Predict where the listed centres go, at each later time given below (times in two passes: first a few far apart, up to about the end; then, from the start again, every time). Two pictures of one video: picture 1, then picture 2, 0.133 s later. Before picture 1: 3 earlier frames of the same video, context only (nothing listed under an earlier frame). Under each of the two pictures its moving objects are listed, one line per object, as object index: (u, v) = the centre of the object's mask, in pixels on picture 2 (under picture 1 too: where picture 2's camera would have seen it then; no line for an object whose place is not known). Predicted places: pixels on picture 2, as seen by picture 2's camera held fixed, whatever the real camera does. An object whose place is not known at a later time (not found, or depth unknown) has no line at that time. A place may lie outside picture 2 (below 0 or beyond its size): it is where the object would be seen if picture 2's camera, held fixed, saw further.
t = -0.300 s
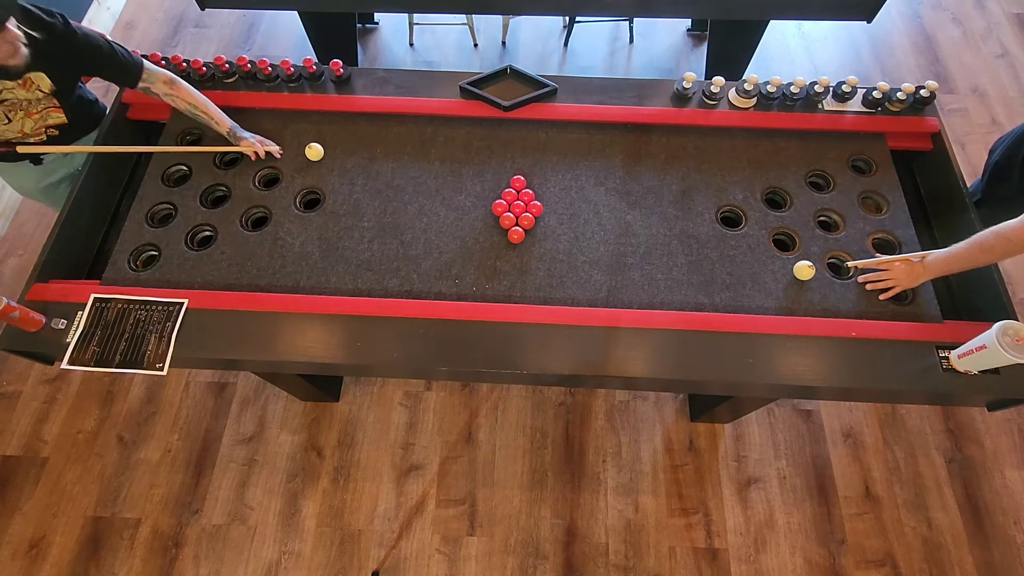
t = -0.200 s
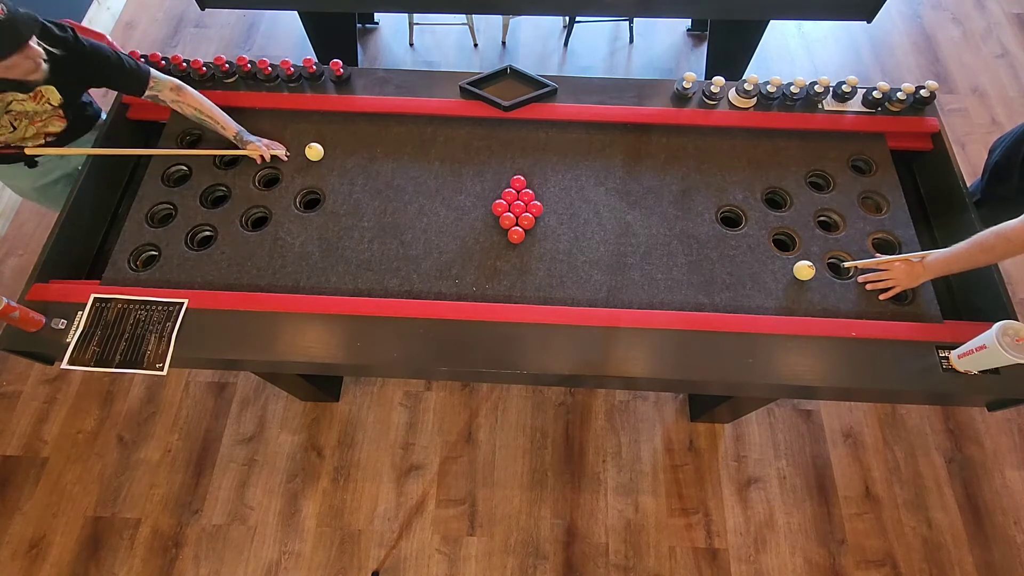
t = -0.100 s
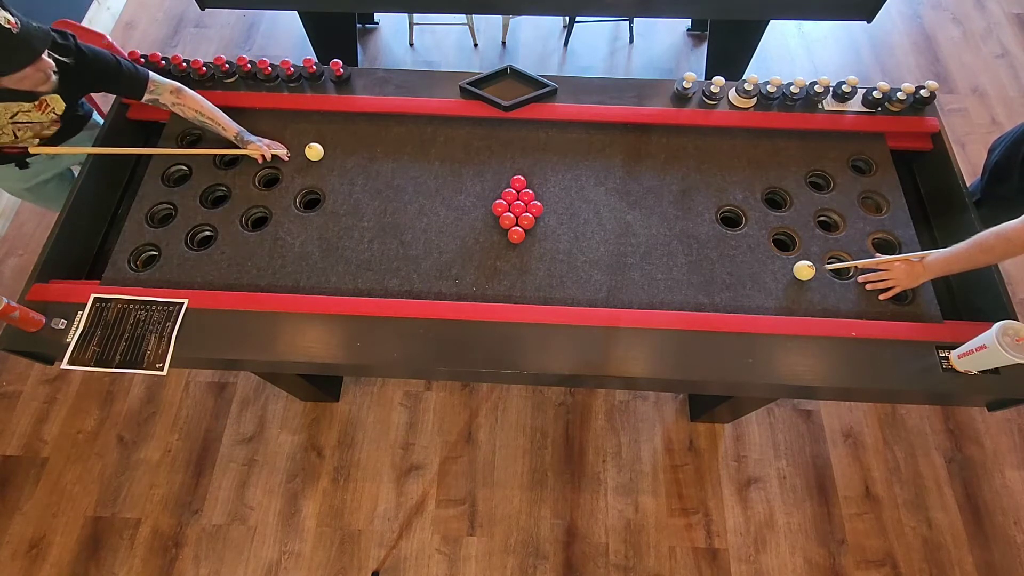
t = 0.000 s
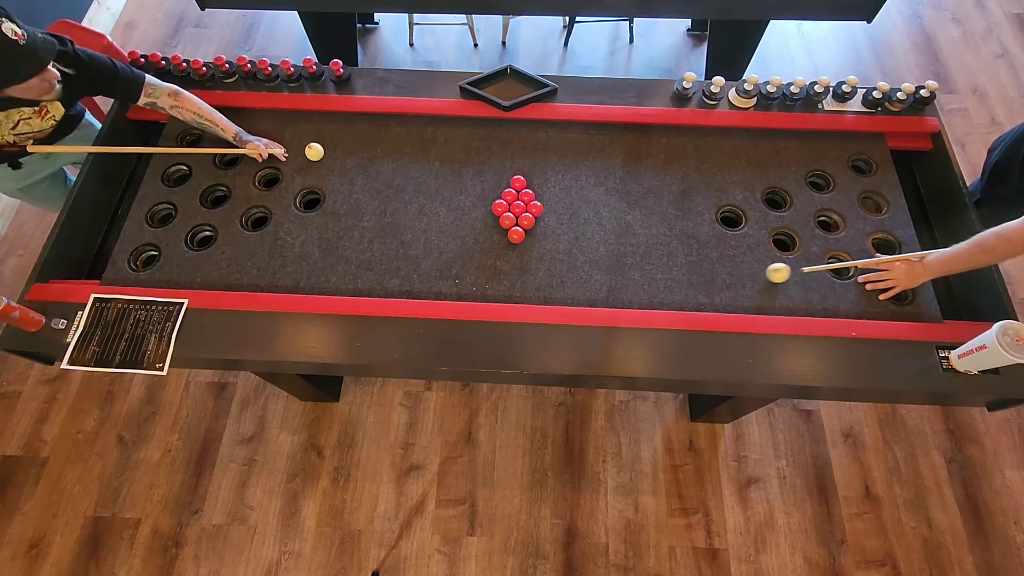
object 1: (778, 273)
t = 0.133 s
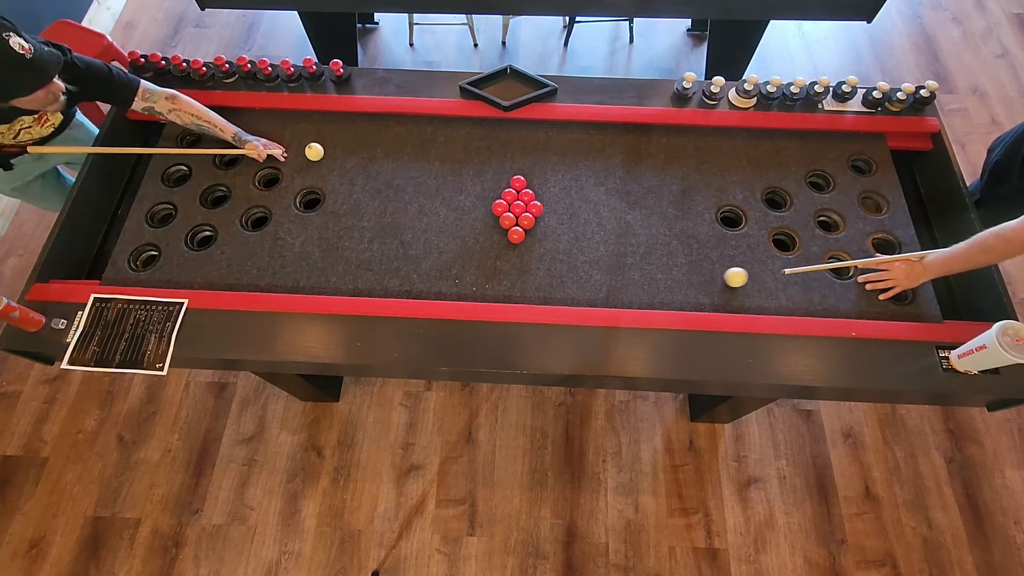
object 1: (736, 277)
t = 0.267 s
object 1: (696, 281)
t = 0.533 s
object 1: (621, 289)
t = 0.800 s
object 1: (550, 297)
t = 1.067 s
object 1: (491, 289)
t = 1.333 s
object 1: (440, 280)
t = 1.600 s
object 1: (394, 271)
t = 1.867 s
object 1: (355, 264)
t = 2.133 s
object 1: (321, 258)
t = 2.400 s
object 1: (294, 255)
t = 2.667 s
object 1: (272, 252)
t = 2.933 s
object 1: (256, 251)
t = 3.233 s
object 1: (245, 252)
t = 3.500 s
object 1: (241, 254)
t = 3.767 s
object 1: (242, 255)
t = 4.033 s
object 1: (243, 255)
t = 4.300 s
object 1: (243, 255)
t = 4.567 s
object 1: (243, 254)
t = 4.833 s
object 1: (243, 254)
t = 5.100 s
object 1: (243, 255)
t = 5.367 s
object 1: (243, 255)
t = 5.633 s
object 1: (243, 255)
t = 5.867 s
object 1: (243, 255)
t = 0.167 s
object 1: (726, 278)
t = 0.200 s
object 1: (716, 279)
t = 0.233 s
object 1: (706, 280)
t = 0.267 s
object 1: (696, 281)
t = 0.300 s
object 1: (687, 282)
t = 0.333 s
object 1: (677, 283)
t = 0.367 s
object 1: (667, 284)
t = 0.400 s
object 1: (658, 285)
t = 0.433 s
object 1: (649, 286)
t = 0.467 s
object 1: (639, 287)
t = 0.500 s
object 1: (630, 288)
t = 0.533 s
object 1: (621, 289)
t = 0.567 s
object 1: (612, 290)
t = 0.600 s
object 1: (603, 291)
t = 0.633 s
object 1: (594, 292)
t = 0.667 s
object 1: (585, 293)
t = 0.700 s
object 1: (576, 294)
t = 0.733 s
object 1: (568, 295)
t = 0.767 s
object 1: (559, 296)
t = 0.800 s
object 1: (550, 297)
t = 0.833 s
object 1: (542, 297)
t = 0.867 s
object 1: (534, 295)
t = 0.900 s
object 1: (527, 294)
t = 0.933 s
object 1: (520, 293)
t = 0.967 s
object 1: (512, 292)
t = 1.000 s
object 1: (505, 291)
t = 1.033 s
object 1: (498, 290)
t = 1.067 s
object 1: (491, 289)
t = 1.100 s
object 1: (484, 288)
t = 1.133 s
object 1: (478, 286)
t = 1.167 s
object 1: (472, 285)
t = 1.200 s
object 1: (465, 284)
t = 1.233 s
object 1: (458, 283)
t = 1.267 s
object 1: (452, 282)
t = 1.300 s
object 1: (446, 281)
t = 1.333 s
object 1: (440, 280)
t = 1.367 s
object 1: (434, 279)
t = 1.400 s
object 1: (428, 278)
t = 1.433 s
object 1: (422, 276)
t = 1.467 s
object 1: (416, 275)
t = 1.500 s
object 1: (411, 274)
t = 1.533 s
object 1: (405, 273)
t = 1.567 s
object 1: (400, 272)
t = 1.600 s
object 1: (394, 271)
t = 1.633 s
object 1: (389, 270)
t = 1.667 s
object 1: (384, 269)
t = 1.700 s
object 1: (379, 268)
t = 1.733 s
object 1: (374, 267)
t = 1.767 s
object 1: (369, 266)
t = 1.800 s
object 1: (364, 266)
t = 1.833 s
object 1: (360, 265)
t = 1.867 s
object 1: (355, 264)
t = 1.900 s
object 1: (351, 263)
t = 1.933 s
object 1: (346, 262)
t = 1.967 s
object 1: (342, 262)
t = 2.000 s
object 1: (338, 261)
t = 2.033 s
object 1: (333, 260)
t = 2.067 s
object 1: (329, 259)
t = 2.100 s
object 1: (325, 259)
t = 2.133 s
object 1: (321, 258)
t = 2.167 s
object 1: (318, 258)
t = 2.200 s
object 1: (314, 257)
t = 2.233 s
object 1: (310, 257)
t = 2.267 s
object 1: (307, 256)
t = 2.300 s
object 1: (303, 256)
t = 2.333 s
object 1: (300, 255)
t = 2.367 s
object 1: (297, 255)
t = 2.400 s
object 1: (294, 255)
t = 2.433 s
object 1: (291, 254)
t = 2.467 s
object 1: (288, 254)
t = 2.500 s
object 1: (285, 253)
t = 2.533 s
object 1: (282, 253)
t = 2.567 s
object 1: (279, 253)
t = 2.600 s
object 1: (277, 253)
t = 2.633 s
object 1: (275, 252)
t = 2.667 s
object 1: (272, 252)
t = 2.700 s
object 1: (270, 252)
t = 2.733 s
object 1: (268, 252)
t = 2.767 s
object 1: (265, 252)
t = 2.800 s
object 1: (263, 252)
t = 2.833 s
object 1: (261, 251)
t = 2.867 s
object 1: (259, 251)
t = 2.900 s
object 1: (258, 251)
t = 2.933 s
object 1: (256, 251)
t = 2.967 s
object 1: (255, 251)
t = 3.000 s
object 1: (253, 251)
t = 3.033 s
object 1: (251, 251)
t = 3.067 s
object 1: (250, 251)
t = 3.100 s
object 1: (249, 251)
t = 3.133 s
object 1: (248, 251)
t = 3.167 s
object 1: (246, 251)
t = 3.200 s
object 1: (245, 252)
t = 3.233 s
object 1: (245, 252)
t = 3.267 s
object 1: (244, 252)
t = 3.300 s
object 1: (243, 252)
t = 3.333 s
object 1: (242, 253)
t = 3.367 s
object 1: (242, 253)
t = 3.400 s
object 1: (241, 253)
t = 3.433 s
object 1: (241, 254)
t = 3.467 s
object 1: (241, 254)
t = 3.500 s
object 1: (241, 254)
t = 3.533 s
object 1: (241, 254)
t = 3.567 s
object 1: (241, 254)
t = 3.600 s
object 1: (241, 254)
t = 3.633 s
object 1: (241, 254)
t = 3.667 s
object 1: (241, 254)
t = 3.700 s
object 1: (242, 255)
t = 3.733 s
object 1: (242, 255)
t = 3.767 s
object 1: (242, 255)
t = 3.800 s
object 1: (242, 255)
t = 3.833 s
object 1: (242, 254)
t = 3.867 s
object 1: (243, 255)
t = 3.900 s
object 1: (243, 255)
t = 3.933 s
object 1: (243, 254)
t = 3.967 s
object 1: (243, 255)
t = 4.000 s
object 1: (243, 255)
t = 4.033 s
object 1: (243, 255)
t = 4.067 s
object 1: (243, 254)
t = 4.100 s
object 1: (243, 254)
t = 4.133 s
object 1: (243, 255)
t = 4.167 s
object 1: (243, 255)
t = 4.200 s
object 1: (243, 254)
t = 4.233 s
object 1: (243, 255)
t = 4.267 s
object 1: (243, 255)
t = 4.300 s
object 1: (243, 255)
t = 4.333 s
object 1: (243, 254)
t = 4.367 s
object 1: (243, 255)
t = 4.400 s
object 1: (243, 255)
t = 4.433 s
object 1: (243, 254)
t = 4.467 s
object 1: (243, 254)
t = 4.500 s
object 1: (243, 255)
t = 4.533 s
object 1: (243, 255)
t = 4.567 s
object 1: (243, 254)
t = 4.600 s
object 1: (243, 255)
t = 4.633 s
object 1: (243, 255)
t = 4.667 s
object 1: (243, 255)
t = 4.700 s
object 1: (243, 255)
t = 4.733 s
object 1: (243, 255)
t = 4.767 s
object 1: (243, 255)
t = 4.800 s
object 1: (243, 254)
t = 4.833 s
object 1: (243, 254)
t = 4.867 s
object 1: (243, 254)
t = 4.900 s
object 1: (243, 254)
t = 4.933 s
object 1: (243, 255)
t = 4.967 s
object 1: (243, 255)
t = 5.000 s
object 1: (243, 255)
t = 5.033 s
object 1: (243, 255)
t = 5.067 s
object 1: (243, 254)
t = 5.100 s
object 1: (243, 255)
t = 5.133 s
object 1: (243, 255)
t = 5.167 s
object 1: (243, 255)
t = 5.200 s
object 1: (243, 254)
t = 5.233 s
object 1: (243, 255)
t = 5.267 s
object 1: (243, 255)
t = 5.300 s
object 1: (243, 255)
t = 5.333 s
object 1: (243, 254)
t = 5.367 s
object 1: (243, 255)
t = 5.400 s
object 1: (243, 254)
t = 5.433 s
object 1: (243, 255)
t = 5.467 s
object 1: (243, 255)
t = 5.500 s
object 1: (243, 255)
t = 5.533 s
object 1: (243, 254)
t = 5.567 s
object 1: (243, 255)
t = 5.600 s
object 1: (243, 255)
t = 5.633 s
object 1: (243, 255)
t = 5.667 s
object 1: (243, 255)
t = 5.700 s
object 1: (243, 255)
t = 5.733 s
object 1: (243, 254)
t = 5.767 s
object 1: (243, 255)
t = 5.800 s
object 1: (243, 254)
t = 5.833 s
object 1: (243, 255)
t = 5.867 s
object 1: (243, 255)
